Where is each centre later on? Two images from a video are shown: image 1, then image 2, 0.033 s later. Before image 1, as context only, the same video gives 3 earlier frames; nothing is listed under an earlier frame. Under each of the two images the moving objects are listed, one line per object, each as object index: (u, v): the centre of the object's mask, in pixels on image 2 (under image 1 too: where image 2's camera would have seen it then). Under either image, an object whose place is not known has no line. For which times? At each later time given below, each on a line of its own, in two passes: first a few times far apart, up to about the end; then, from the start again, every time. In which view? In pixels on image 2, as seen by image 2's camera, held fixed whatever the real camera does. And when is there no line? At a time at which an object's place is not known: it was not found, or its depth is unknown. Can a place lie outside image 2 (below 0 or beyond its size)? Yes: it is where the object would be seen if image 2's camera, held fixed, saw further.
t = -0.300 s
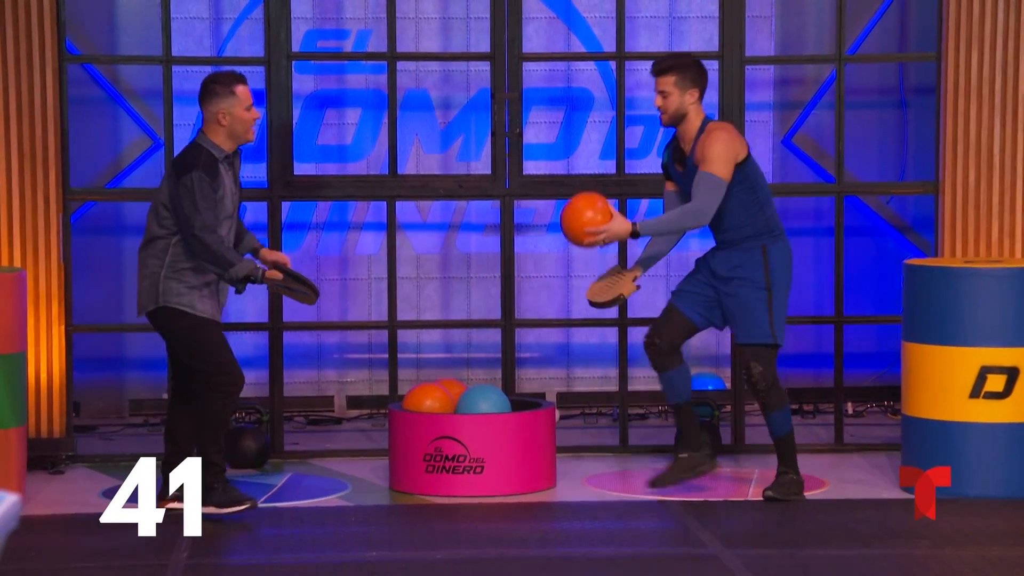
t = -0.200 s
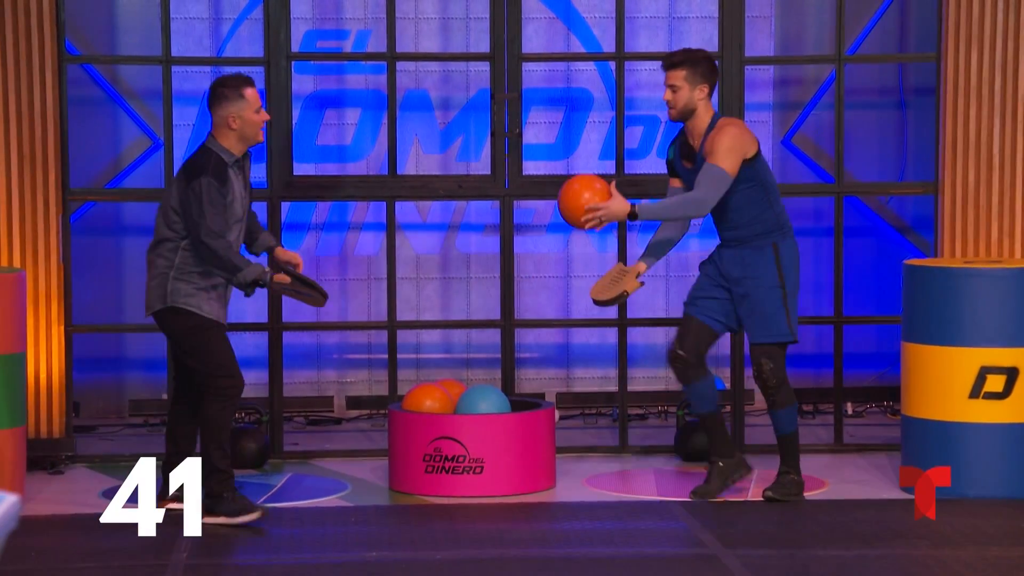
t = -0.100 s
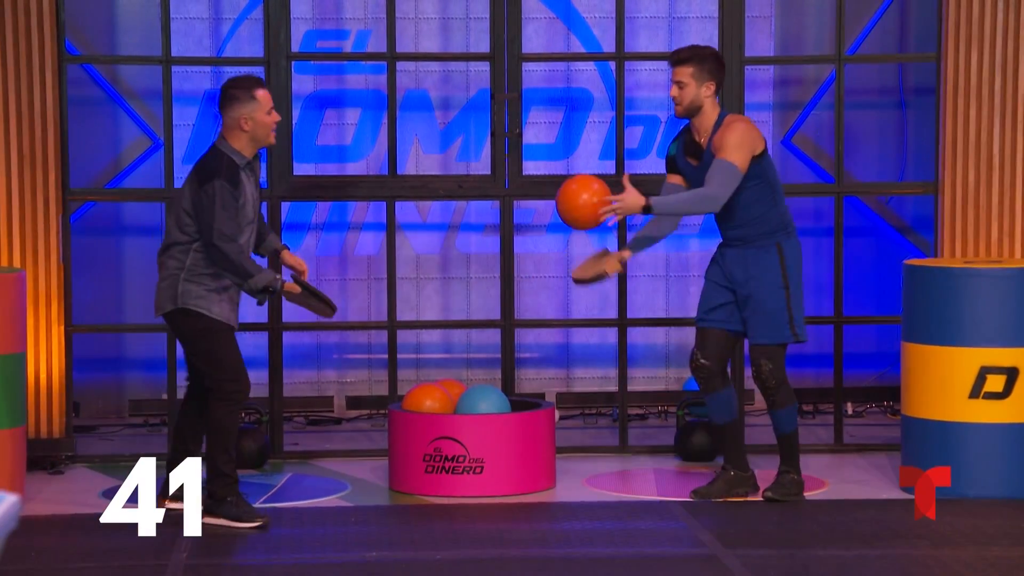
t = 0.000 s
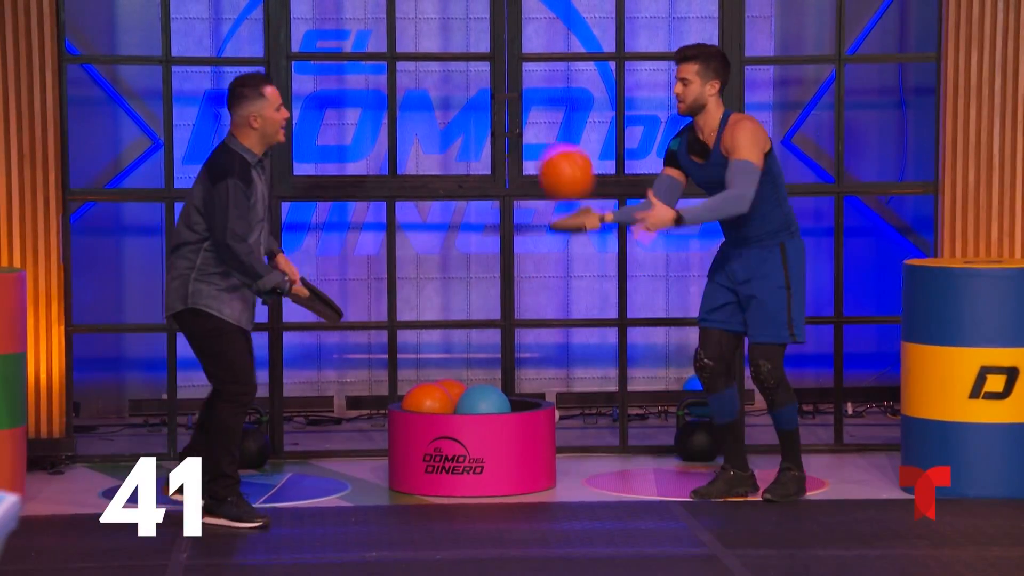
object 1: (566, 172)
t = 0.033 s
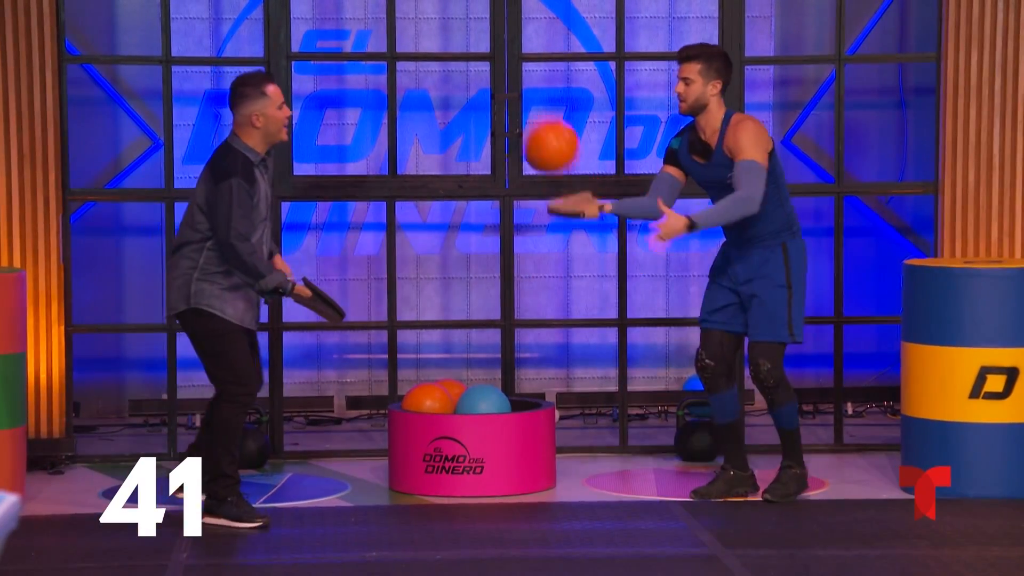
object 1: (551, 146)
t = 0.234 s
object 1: (466, 42)
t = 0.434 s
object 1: (378, 42)
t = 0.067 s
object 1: (536, 121)
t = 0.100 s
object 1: (522, 98)
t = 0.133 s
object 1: (509, 80)
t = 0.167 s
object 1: (495, 66)
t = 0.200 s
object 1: (481, 52)
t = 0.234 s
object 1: (466, 42)
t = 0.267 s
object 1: (451, 34)
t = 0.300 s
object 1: (436, 29)
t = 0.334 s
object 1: (422, 28)
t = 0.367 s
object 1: (407, 29)
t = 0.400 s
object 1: (393, 34)
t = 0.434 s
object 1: (378, 42)
